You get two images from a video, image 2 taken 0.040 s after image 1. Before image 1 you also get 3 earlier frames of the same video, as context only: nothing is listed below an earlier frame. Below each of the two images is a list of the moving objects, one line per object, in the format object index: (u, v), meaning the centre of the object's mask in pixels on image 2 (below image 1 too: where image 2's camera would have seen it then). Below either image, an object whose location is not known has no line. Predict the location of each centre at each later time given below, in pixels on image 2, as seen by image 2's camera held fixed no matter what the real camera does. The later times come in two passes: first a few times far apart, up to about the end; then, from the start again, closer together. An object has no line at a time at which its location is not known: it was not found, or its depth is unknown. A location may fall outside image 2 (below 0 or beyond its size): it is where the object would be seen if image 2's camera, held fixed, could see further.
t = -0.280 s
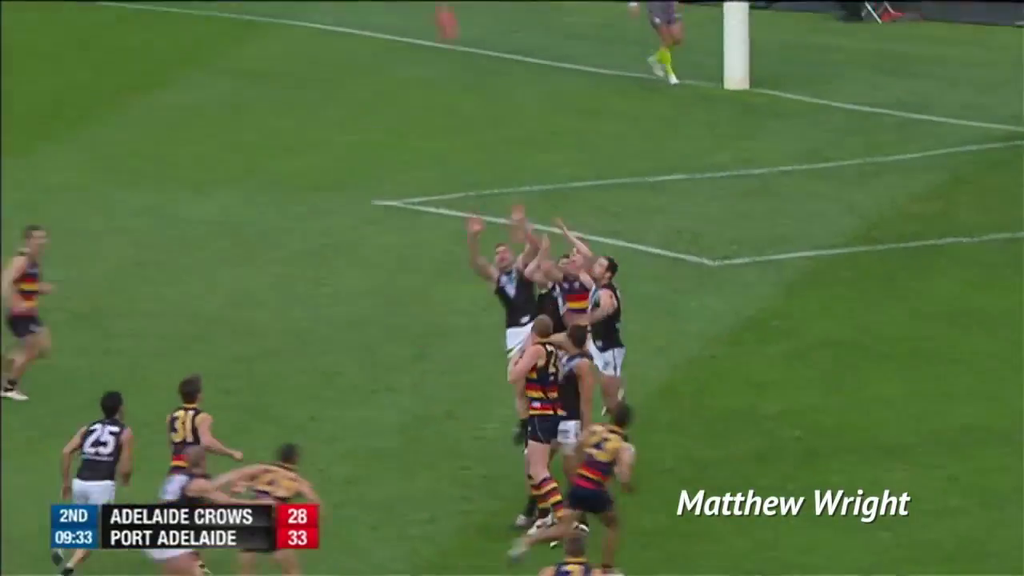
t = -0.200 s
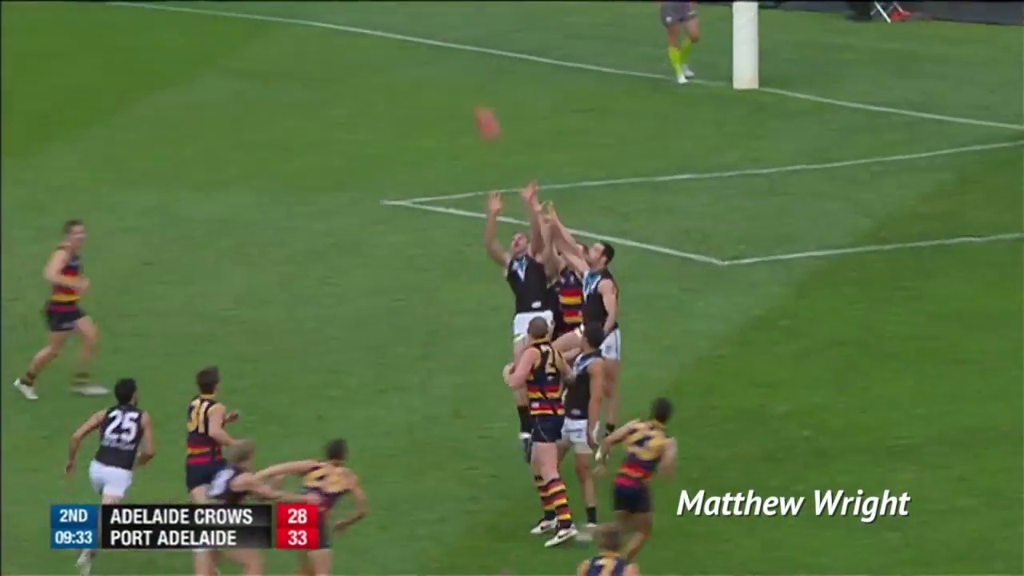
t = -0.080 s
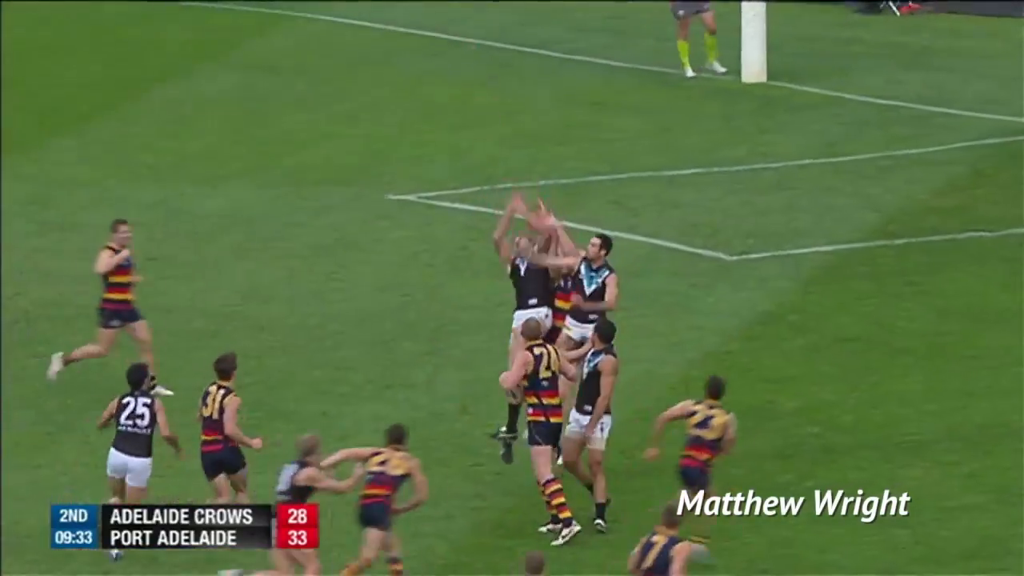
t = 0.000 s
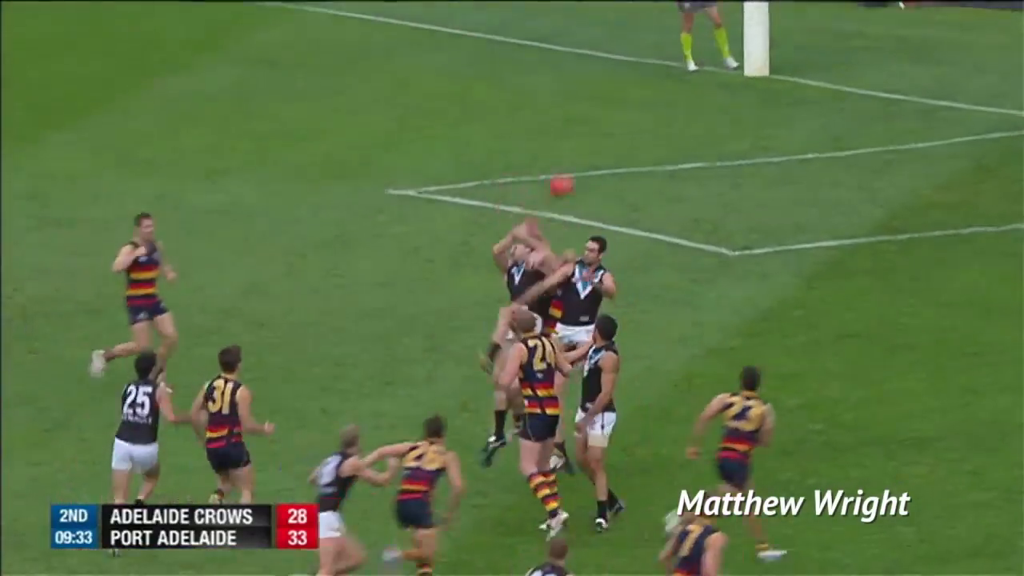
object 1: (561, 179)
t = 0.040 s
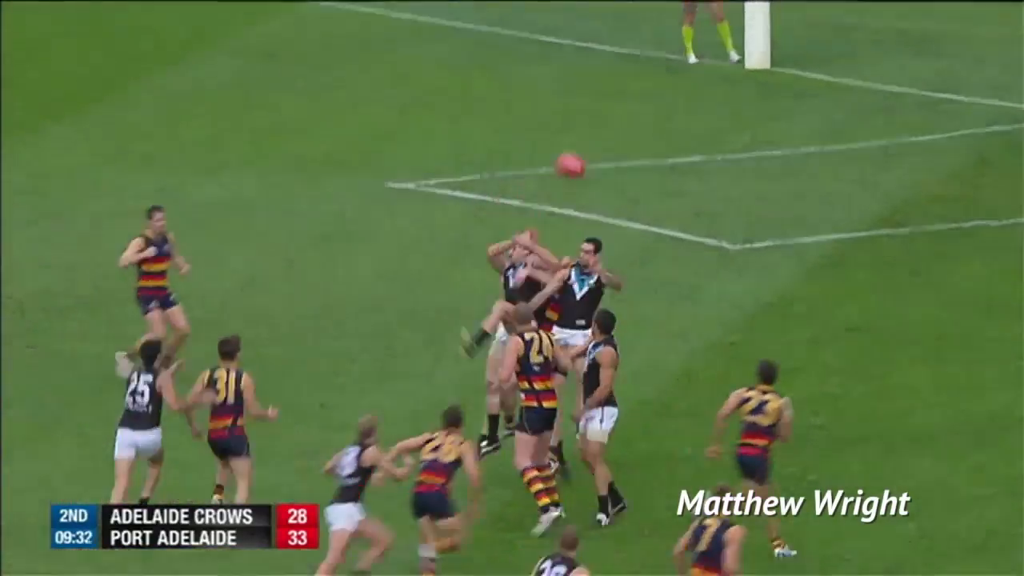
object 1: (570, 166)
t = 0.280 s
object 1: (627, 117)
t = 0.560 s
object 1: (691, 139)
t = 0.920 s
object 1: (776, 287)
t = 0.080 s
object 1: (579, 152)
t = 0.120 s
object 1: (589, 142)
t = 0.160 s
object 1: (598, 134)
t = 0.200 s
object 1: (609, 126)
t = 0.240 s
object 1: (618, 121)
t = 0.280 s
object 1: (627, 117)
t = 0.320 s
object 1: (637, 116)
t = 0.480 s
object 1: (675, 124)
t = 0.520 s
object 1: (683, 131)
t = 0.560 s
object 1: (691, 139)
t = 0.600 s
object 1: (701, 149)
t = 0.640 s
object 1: (710, 160)
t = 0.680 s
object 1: (720, 174)
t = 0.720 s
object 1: (730, 190)
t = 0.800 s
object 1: (747, 223)
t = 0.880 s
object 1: (767, 264)
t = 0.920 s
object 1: (776, 287)
